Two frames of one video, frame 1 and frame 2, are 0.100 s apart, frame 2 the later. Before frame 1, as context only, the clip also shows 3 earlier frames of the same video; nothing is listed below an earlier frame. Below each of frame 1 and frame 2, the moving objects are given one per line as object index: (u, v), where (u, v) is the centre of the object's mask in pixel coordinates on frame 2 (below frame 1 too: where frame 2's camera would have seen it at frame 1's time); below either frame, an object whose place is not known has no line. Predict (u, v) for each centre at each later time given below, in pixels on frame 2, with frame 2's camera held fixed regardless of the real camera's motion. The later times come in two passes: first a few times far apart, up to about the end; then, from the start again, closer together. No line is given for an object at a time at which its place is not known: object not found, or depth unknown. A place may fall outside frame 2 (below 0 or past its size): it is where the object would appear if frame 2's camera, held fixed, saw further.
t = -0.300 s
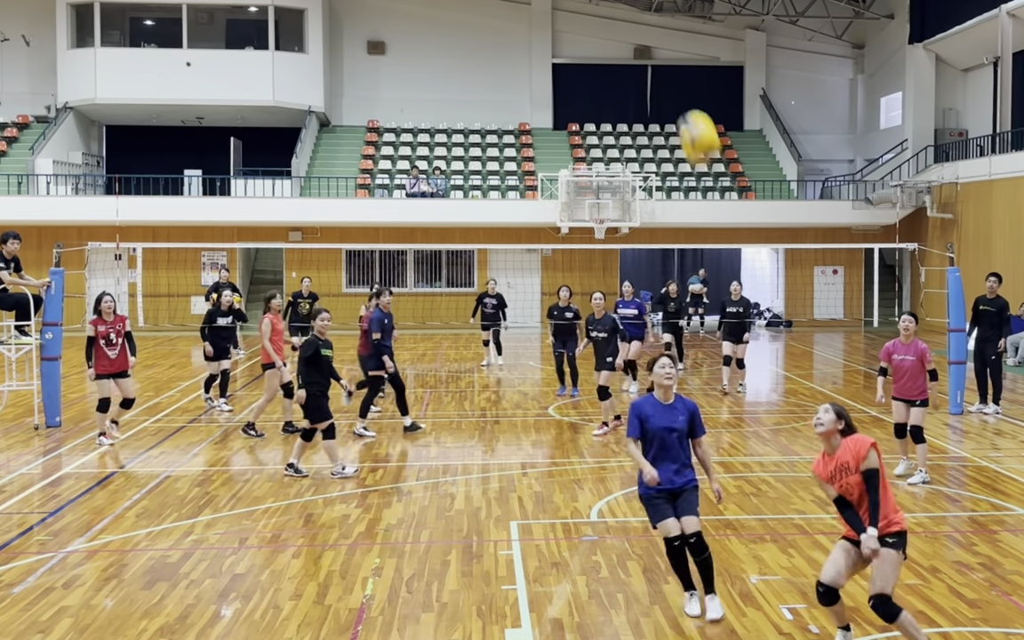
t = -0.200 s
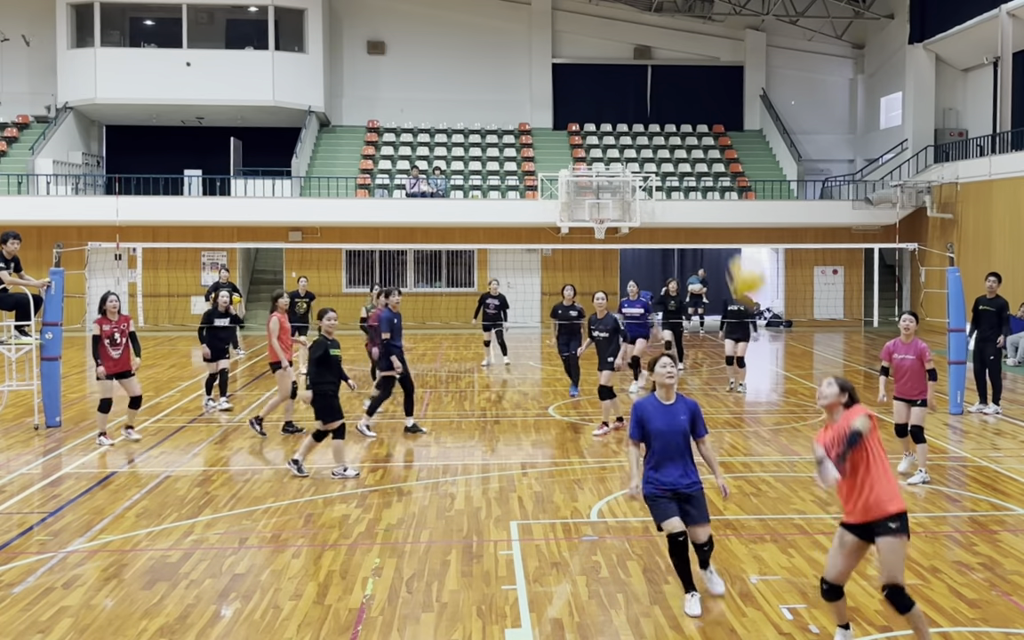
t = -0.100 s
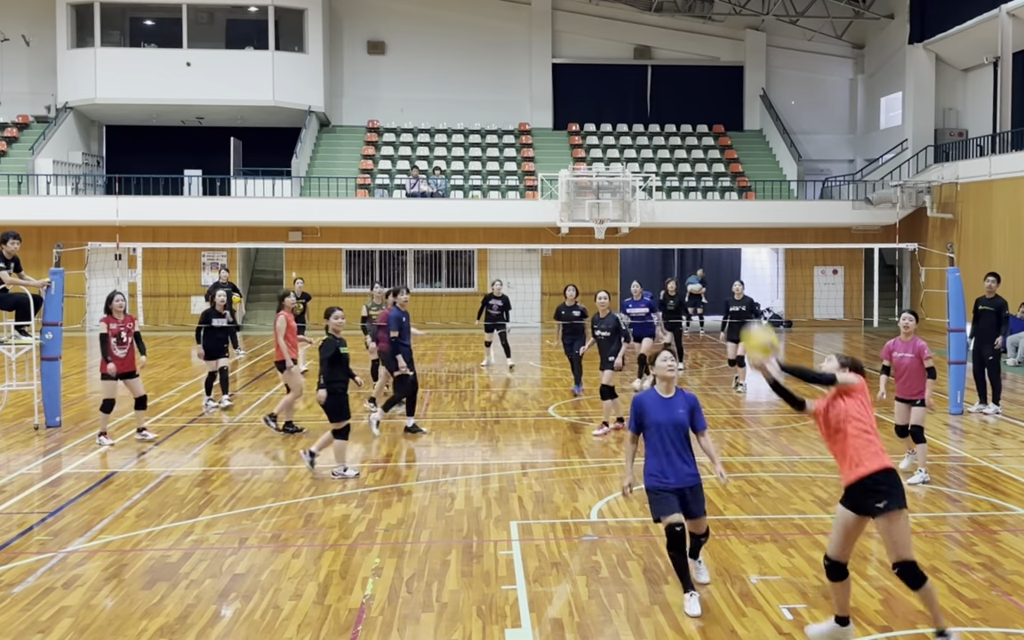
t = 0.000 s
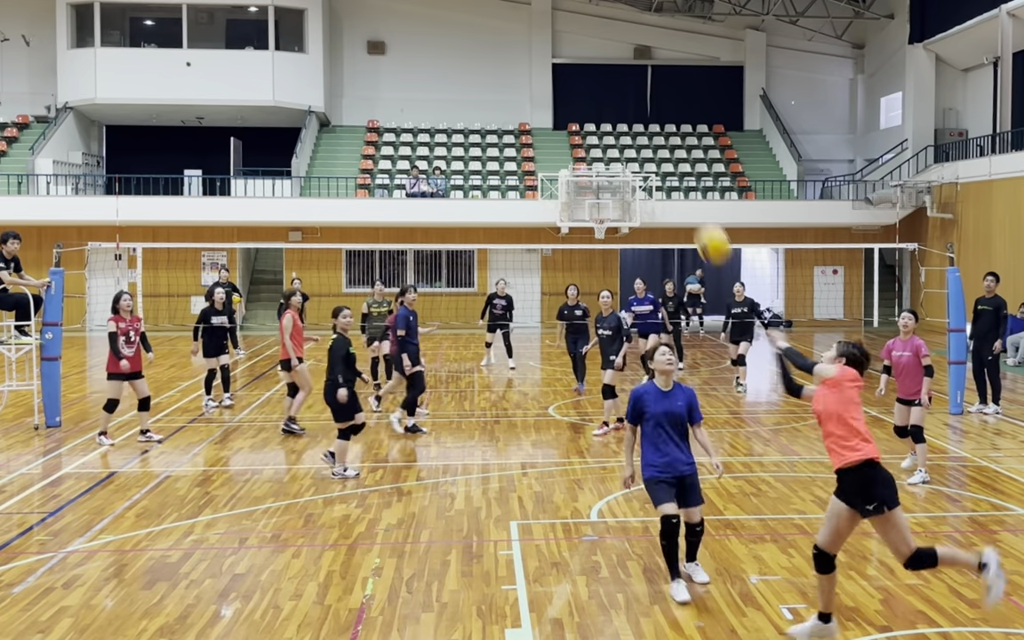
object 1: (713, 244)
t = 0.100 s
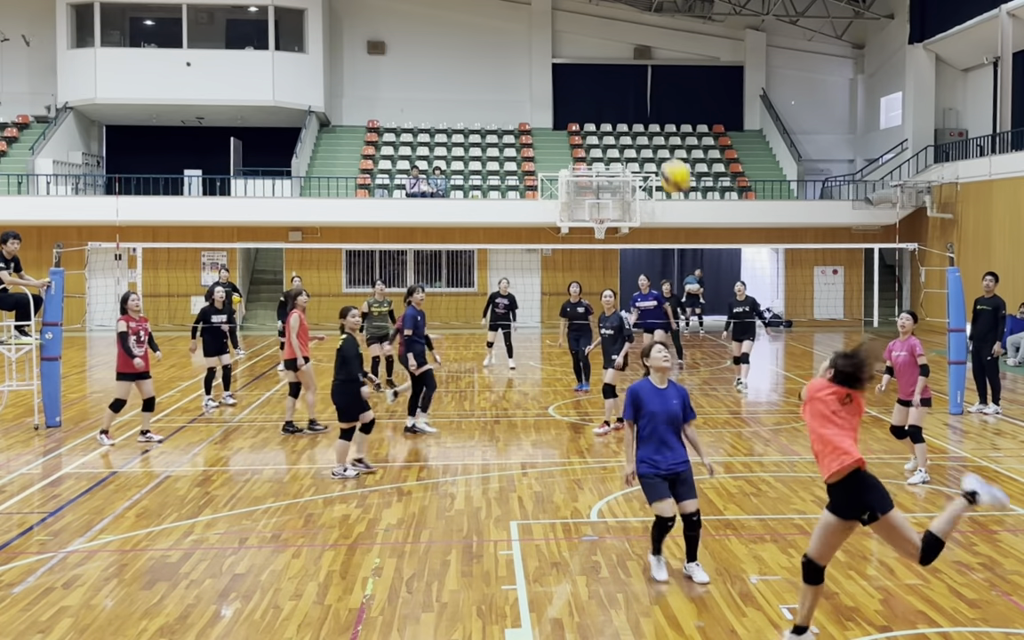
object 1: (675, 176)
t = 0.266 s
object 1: (631, 122)
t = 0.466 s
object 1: (596, 116)
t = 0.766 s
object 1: (566, 180)
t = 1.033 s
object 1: (547, 267)
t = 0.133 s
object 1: (665, 161)
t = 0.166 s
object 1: (655, 148)
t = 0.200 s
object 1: (647, 136)
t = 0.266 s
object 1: (631, 122)
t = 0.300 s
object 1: (624, 117)
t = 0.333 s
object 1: (618, 114)
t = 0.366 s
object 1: (612, 112)
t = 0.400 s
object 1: (606, 113)
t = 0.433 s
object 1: (601, 114)
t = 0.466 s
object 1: (596, 116)
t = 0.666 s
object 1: (572, 151)
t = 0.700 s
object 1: (571, 160)
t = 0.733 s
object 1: (568, 168)
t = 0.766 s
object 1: (566, 180)
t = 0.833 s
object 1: (560, 203)
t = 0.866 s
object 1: (558, 214)
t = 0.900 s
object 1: (557, 227)
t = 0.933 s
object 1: (554, 238)
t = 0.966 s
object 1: (552, 252)
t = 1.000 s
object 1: (550, 262)
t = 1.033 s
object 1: (547, 267)
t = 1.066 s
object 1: (545, 274)
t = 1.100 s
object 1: (543, 281)
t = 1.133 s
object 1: (541, 288)
